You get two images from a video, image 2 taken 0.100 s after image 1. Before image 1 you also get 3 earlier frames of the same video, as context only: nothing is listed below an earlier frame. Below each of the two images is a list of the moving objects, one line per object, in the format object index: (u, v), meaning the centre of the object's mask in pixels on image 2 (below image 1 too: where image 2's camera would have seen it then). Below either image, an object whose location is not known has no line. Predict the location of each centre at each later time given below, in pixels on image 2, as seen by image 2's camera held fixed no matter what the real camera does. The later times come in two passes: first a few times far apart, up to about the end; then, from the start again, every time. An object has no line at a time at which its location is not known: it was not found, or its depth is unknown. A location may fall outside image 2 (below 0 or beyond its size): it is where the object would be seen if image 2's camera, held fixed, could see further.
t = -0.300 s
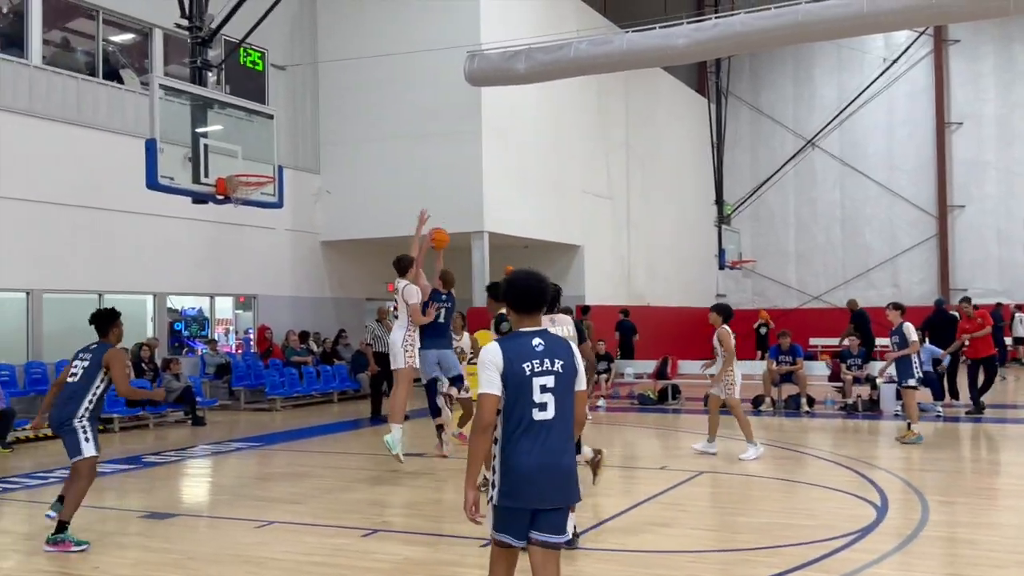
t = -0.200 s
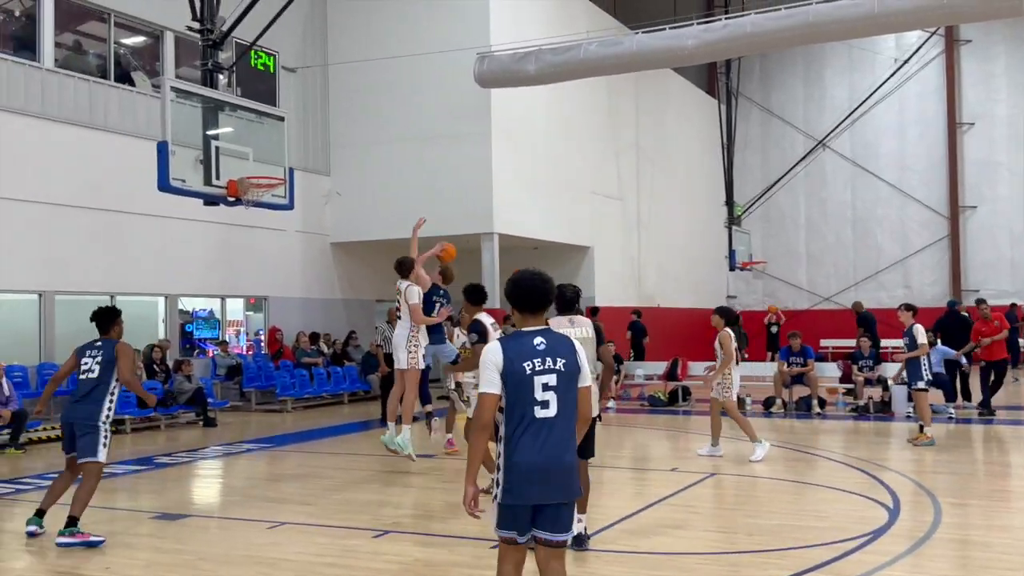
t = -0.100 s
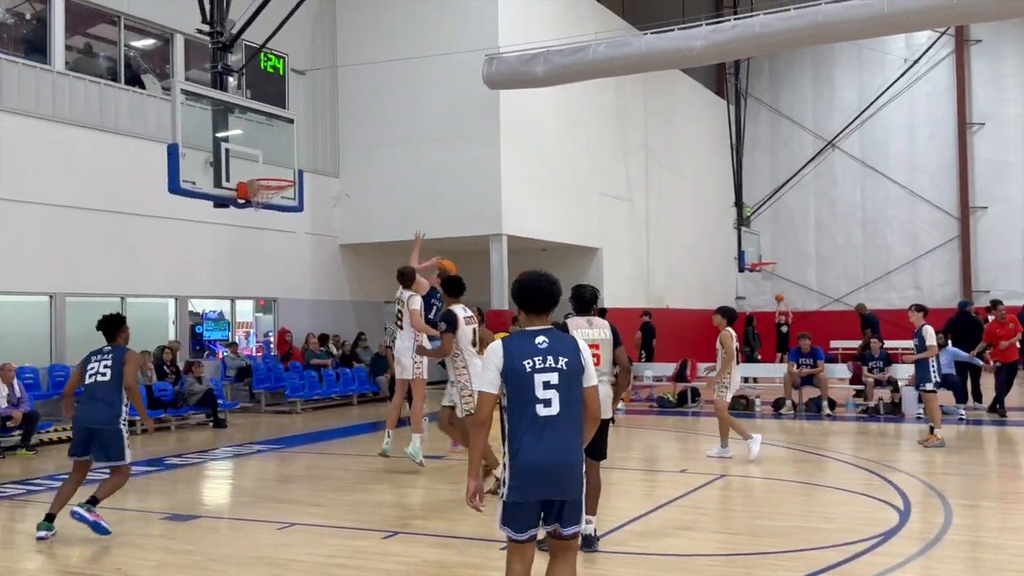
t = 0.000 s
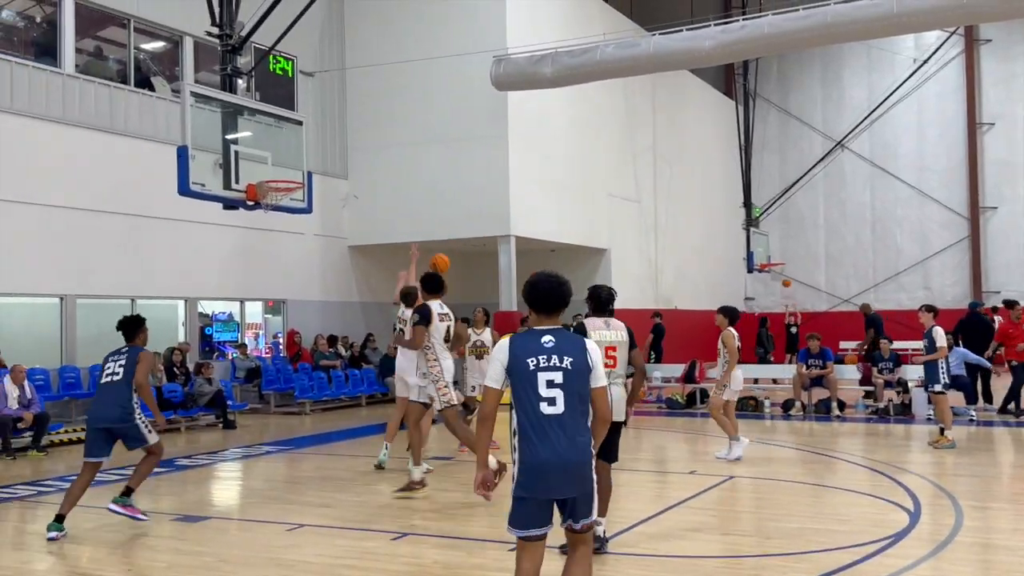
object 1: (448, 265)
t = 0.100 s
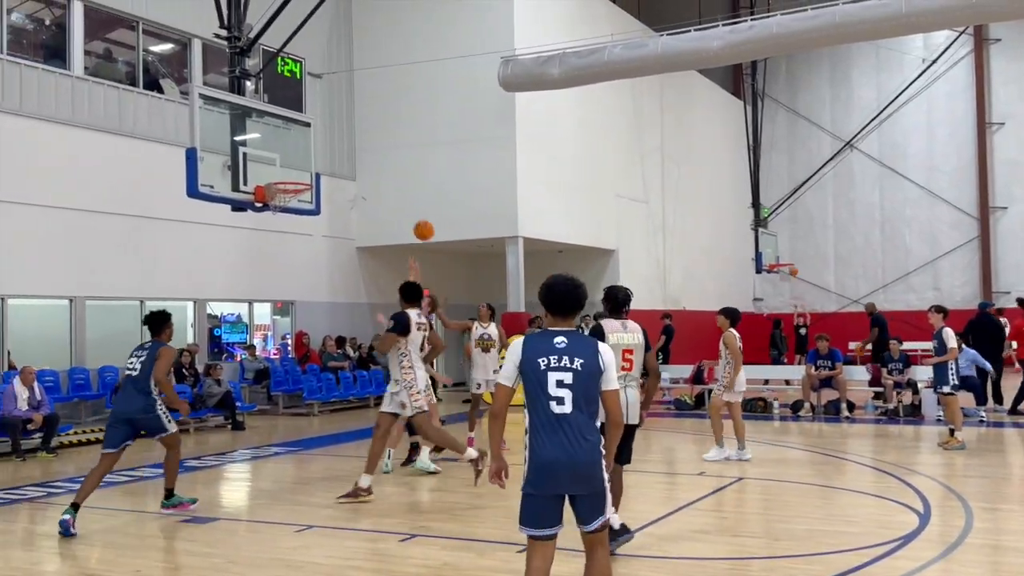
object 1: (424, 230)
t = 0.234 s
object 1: (388, 188)
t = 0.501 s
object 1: (313, 148)
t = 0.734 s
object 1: (301, 159)
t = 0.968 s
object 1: (291, 173)
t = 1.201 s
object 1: (283, 182)
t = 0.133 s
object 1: (415, 218)
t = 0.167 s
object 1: (406, 207)
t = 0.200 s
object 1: (397, 197)
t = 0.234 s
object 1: (388, 188)
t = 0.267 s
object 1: (379, 180)
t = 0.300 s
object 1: (369, 173)
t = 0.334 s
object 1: (360, 167)
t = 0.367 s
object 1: (351, 161)
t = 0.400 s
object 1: (342, 157)
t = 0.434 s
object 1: (332, 153)
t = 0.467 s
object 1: (323, 150)
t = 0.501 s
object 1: (313, 148)
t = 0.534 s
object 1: (303, 147)
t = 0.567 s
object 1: (295, 147)
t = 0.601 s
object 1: (296, 148)
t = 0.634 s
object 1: (297, 149)
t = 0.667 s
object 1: (299, 151)
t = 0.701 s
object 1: (300, 155)
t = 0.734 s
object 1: (301, 159)
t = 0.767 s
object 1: (303, 164)
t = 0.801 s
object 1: (305, 171)
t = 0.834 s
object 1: (306, 177)
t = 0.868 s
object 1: (303, 175)
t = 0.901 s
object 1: (299, 173)
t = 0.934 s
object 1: (295, 173)
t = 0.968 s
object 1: (291, 173)
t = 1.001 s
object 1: (288, 175)
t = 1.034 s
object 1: (284, 178)
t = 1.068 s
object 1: (283, 178)
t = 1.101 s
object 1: (283, 177)
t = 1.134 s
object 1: (283, 178)
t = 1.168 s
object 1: (283, 179)
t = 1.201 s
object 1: (283, 182)
